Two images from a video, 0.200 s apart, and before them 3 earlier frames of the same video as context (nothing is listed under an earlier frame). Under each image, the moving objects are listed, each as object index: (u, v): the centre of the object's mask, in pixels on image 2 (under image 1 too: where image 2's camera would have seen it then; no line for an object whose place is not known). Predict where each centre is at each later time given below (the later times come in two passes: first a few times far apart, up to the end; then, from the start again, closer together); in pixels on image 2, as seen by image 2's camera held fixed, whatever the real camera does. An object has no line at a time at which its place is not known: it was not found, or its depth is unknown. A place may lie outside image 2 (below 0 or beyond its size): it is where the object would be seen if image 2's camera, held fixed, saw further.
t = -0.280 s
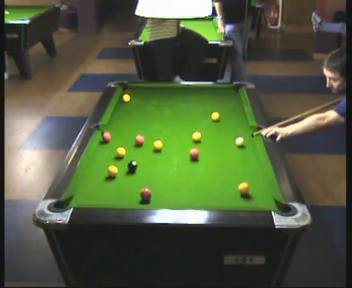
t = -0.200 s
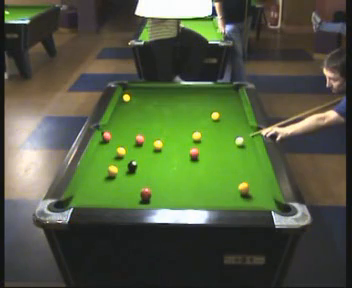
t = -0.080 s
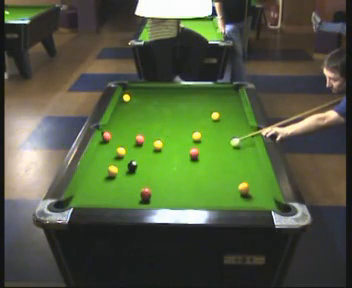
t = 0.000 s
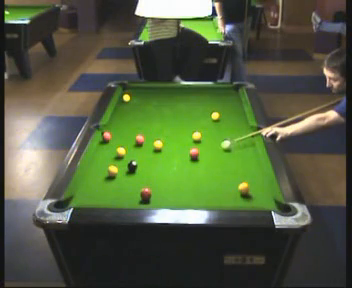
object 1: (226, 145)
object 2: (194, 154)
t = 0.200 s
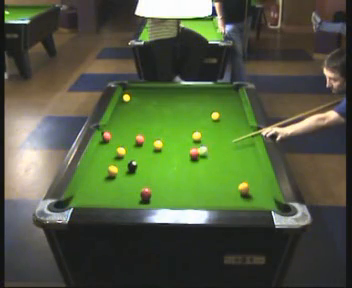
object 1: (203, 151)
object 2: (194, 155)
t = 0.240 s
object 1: (200, 152)
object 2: (191, 155)
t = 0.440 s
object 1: (194, 152)
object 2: (179, 160)
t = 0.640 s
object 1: (188, 151)
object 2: (167, 165)
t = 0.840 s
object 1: (183, 151)
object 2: (156, 169)
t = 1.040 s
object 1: (178, 150)
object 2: (144, 174)
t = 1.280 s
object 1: (174, 150)
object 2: (131, 180)
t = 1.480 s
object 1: (172, 150)
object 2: (120, 184)
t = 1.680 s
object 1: (170, 150)
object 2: (110, 187)
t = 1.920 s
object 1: (170, 150)
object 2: (99, 191)
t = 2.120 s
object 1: (170, 150)
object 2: (89, 195)
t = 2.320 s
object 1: (170, 150)
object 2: (81, 198)
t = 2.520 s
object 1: (170, 150)
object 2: (73, 200)
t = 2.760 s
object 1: (170, 150)
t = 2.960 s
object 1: (170, 150)
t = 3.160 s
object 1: (170, 150)
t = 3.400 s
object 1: (170, 150)
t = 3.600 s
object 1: (169, 150)
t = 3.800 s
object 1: (170, 150)
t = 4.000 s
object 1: (169, 150)
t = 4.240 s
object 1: (170, 150)
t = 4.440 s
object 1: (170, 150)
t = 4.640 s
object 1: (169, 150)
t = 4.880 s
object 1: (170, 150)
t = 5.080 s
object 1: (170, 150)
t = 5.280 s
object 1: (169, 150)
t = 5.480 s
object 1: (170, 150)
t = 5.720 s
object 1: (169, 150)
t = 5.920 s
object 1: (170, 150)
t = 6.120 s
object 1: (169, 150)
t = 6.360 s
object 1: (169, 150)
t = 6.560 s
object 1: (169, 150)
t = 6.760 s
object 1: (169, 150)
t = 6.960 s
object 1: (169, 150)
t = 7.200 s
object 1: (169, 150)
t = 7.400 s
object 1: (169, 150)
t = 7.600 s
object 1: (169, 150)
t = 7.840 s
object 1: (169, 150)
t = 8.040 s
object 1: (169, 150)
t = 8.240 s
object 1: (169, 150)
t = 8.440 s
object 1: (169, 150)
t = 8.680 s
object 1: (169, 150)
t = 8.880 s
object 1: (169, 150)
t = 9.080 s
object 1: (170, 150)
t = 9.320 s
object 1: (169, 150)
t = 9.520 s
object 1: (169, 150)
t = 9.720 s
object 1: (169, 150)
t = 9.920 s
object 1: (169, 150)
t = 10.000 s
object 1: (170, 150)
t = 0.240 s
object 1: (200, 152)
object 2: (191, 155)
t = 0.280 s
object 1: (199, 152)
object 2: (189, 156)
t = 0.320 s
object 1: (197, 152)
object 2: (187, 157)
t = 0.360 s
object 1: (196, 152)
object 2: (184, 158)
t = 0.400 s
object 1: (195, 151)
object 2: (182, 159)
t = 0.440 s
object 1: (194, 152)
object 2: (179, 160)
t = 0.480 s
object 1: (192, 151)
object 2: (177, 161)
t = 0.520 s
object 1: (191, 151)
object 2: (175, 161)
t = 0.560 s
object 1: (190, 151)
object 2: (172, 162)
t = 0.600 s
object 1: (189, 151)
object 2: (170, 164)
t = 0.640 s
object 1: (188, 151)
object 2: (167, 165)
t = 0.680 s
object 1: (187, 151)
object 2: (165, 166)
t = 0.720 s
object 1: (185, 151)
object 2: (163, 167)
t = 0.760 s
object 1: (185, 151)
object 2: (161, 167)
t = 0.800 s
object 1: (184, 151)
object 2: (158, 168)
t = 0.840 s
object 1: (183, 151)
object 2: (156, 169)
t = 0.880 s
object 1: (182, 151)
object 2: (153, 170)
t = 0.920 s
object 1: (181, 151)
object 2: (151, 171)
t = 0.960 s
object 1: (180, 150)
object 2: (149, 172)
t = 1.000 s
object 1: (179, 150)
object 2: (146, 173)
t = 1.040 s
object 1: (178, 150)
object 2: (144, 174)
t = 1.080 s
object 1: (177, 150)
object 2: (142, 175)
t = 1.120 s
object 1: (177, 150)
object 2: (139, 176)
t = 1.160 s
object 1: (176, 150)
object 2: (137, 177)
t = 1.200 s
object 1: (175, 150)
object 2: (135, 178)
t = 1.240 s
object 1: (175, 150)
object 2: (133, 179)
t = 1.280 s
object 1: (174, 150)
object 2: (131, 180)
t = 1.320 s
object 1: (174, 150)
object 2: (128, 181)
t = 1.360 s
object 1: (173, 150)
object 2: (126, 182)
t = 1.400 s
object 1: (173, 150)
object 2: (124, 183)
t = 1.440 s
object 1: (172, 150)
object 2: (122, 184)
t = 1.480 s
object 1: (172, 150)
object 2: (120, 184)
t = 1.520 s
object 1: (172, 150)
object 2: (118, 184)
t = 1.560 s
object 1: (171, 150)
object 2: (116, 185)
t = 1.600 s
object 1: (171, 150)
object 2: (114, 186)
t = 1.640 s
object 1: (171, 150)
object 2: (112, 187)
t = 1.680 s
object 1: (170, 150)
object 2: (110, 187)
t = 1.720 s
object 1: (170, 150)
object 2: (108, 188)
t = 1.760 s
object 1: (170, 150)
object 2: (106, 189)
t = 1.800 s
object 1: (170, 150)
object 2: (104, 190)
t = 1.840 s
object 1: (170, 150)
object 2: (102, 191)
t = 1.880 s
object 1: (170, 150)
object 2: (101, 191)
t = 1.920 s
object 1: (170, 150)
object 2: (99, 191)
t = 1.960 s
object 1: (170, 150)
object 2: (97, 192)
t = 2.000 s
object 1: (170, 150)
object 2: (95, 193)
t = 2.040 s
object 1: (170, 150)
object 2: (93, 194)
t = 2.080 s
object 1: (170, 150)
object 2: (91, 195)
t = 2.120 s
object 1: (170, 150)
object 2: (89, 195)
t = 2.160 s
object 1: (170, 150)
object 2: (88, 196)
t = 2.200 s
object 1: (170, 150)
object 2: (86, 196)
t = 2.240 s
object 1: (170, 150)
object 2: (84, 197)
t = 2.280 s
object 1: (170, 150)
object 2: (83, 197)
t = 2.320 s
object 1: (170, 150)
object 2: (81, 198)
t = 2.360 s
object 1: (170, 150)
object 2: (79, 199)
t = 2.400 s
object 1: (170, 150)
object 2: (78, 199)
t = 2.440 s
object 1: (170, 150)
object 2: (76, 200)
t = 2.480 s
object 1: (170, 150)
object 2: (75, 200)
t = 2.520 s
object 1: (170, 150)
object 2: (73, 200)
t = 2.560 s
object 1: (170, 150)
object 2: (72, 201)
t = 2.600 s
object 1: (170, 150)
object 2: (70, 201)
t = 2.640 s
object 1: (170, 150)
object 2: (69, 202)
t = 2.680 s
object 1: (170, 150)
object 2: (67, 204)
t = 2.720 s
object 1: (170, 150)
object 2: (67, 204)
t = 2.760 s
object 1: (170, 150)
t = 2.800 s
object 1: (170, 150)
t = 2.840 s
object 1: (170, 150)
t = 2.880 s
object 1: (170, 150)
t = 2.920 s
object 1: (170, 150)
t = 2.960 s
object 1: (170, 150)
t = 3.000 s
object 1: (170, 150)
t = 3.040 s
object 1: (170, 150)
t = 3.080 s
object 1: (170, 150)
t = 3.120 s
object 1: (170, 150)
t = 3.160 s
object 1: (170, 150)
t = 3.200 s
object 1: (170, 150)
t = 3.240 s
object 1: (170, 150)
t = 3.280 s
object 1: (170, 150)
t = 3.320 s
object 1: (170, 150)
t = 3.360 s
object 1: (170, 150)
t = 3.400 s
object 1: (170, 150)
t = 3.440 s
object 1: (169, 150)
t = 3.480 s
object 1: (169, 150)
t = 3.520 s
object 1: (170, 150)
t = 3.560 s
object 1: (169, 150)
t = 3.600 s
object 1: (169, 150)
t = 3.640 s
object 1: (169, 150)
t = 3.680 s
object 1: (170, 150)
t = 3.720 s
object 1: (170, 150)
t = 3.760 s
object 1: (170, 150)
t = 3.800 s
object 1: (170, 150)
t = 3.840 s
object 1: (169, 150)
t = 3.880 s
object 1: (170, 150)
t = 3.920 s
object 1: (170, 150)
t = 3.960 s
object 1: (169, 150)
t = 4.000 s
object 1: (169, 150)
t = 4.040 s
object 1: (169, 150)
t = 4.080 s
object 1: (169, 150)
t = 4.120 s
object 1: (170, 150)
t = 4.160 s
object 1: (170, 150)
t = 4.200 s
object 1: (169, 150)
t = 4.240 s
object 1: (170, 150)
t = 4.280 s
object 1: (170, 150)
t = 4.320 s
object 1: (170, 150)
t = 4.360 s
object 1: (169, 150)
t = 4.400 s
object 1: (169, 150)
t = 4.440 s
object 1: (170, 150)
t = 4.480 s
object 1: (169, 150)
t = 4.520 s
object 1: (170, 150)
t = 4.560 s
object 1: (169, 150)
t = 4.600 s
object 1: (169, 150)
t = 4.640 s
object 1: (169, 150)
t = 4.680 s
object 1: (169, 150)
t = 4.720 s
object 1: (169, 150)
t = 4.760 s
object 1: (170, 150)
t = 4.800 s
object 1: (170, 150)
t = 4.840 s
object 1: (170, 150)
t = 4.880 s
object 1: (170, 150)
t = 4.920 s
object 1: (170, 150)
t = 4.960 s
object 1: (170, 150)
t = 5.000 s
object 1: (170, 150)
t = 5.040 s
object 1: (170, 150)
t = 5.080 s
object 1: (170, 150)
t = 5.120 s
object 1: (170, 150)
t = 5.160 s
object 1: (169, 150)
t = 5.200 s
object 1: (170, 150)
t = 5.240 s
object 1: (169, 150)
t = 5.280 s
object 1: (169, 150)
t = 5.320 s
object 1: (169, 150)
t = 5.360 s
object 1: (169, 150)
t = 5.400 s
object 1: (169, 150)
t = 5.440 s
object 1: (169, 150)
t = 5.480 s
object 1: (170, 150)
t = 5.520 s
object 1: (170, 150)
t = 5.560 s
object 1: (170, 150)
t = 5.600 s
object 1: (170, 150)
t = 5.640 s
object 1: (170, 150)
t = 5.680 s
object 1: (170, 150)
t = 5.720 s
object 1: (169, 150)
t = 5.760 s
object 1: (170, 150)
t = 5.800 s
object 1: (170, 150)
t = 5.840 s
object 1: (170, 150)
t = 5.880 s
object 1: (170, 150)
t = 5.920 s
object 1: (170, 150)
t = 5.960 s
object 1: (170, 150)
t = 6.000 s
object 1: (169, 150)
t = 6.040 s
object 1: (169, 150)
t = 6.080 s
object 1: (169, 150)
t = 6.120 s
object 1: (169, 150)
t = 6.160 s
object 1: (169, 150)
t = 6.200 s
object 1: (169, 150)
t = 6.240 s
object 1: (169, 150)
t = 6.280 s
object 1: (169, 150)
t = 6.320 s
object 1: (169, 150)
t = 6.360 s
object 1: (169, 150)
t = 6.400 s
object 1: (169, 150)
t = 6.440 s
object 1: (169, 150)
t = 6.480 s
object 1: (169, 150)
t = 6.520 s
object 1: (169, 150)
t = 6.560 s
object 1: (169, 150)
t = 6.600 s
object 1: (169, 150)
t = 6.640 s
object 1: (169, 150)
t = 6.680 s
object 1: (169, 150)
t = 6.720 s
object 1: (169, 150)
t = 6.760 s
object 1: (169, 150)
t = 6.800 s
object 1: (169, 150)
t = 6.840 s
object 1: (169, 150)
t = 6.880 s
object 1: (169, 150)
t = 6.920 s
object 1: (169, 150)
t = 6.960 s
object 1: (169, 150)
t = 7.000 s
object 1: (169, 150)
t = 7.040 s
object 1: (169, 150)
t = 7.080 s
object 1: (169, 150)
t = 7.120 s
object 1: (169, 150)
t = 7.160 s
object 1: (169, 150)
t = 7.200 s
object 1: (169, 150)
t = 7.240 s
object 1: (169, 150)
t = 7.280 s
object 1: (169, 150)
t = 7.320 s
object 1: (169, 150)
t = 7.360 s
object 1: (169, 150)
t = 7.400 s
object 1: (169, 150)
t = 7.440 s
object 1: (169, 150)
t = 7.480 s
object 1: (169, 150)
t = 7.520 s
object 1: (169, 150)
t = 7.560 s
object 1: (169, 150)
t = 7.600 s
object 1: (169, 150)
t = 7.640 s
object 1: (169, 150)
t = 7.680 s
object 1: (169, 150)
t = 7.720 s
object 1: (169, 150)
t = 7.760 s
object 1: (169, 150)
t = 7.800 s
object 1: (169, 150)
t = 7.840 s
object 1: (169, 150)
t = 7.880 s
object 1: (169, 150)
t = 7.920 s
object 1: (169, 150)
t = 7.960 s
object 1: (169, 150)
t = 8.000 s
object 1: (169, 150)
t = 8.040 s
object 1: (169, 150)
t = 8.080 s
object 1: (169, 150)
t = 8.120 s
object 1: (169, 150)
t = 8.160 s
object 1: (169, 150)
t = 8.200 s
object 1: (169, 150)
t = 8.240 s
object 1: (169, 150)
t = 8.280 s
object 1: (169, 150)
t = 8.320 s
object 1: (169, 150)
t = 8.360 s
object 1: (169, 150)
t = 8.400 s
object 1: (169, 150)
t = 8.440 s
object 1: (169, 150)
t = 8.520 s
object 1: (170, 150)
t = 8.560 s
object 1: (169, 150)
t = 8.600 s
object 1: (169, 150)
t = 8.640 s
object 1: (169, 150)
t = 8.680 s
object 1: (169, 150)
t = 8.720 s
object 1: (169, 150)
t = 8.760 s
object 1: (169, 150)
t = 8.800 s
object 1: (169, 150)
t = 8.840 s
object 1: (169, 150)
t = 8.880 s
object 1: (169, 150)
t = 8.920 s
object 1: (169, 150)
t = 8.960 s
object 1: (169, 150)
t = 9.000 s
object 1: (169, 150)
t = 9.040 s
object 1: (169, 150)
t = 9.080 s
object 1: (170, 150)
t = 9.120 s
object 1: (169, 150)
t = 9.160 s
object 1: (169, 150)
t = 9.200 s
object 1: (169, 150)
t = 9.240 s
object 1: (169, 150)
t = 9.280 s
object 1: (169, 150)
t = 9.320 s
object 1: (169, 150)
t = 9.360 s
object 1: (169, 150)
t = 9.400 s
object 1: (169, 150)
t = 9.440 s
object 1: (169, 150)
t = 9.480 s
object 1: (169, 150)
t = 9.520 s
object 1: (169, 150)
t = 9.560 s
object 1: (169, 150)
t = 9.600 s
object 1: (169, 150)
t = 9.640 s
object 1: (169, 150)
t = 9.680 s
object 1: (169, 150)
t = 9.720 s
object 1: (169, 150)
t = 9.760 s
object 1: (170, 150)
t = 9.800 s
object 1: (170, 150)
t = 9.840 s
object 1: (170, 150)
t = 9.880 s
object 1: (170, 150)
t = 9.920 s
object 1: (169, 150)
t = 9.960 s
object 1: (170, 150)
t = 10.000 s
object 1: (170, 150)
